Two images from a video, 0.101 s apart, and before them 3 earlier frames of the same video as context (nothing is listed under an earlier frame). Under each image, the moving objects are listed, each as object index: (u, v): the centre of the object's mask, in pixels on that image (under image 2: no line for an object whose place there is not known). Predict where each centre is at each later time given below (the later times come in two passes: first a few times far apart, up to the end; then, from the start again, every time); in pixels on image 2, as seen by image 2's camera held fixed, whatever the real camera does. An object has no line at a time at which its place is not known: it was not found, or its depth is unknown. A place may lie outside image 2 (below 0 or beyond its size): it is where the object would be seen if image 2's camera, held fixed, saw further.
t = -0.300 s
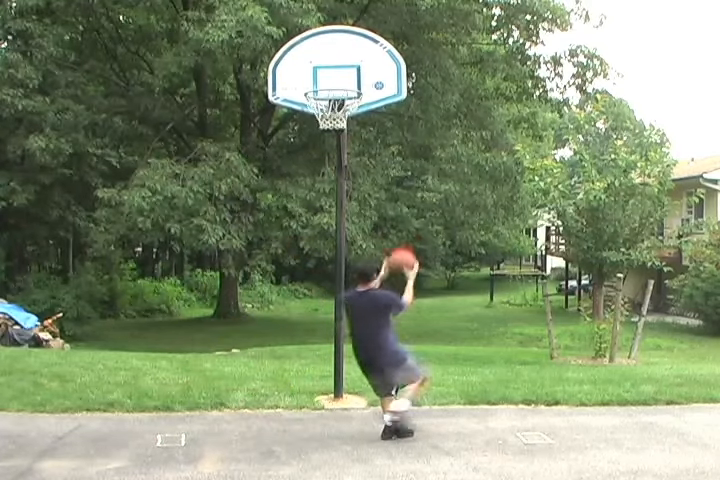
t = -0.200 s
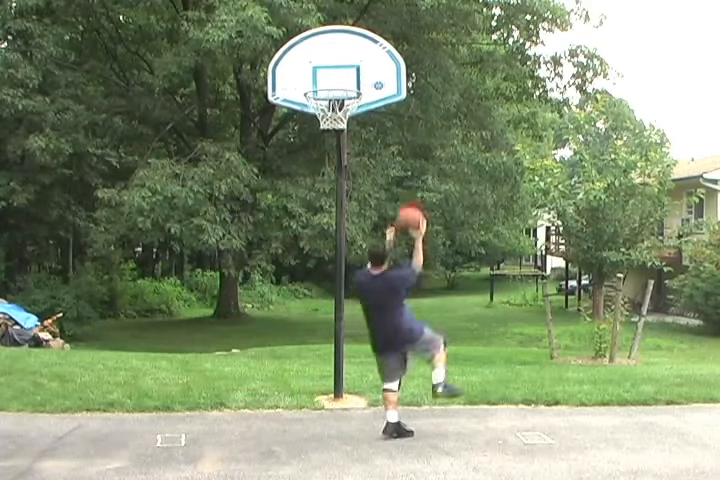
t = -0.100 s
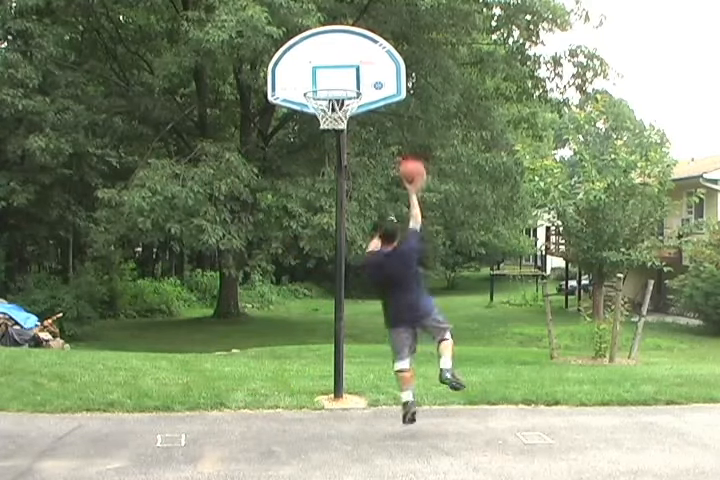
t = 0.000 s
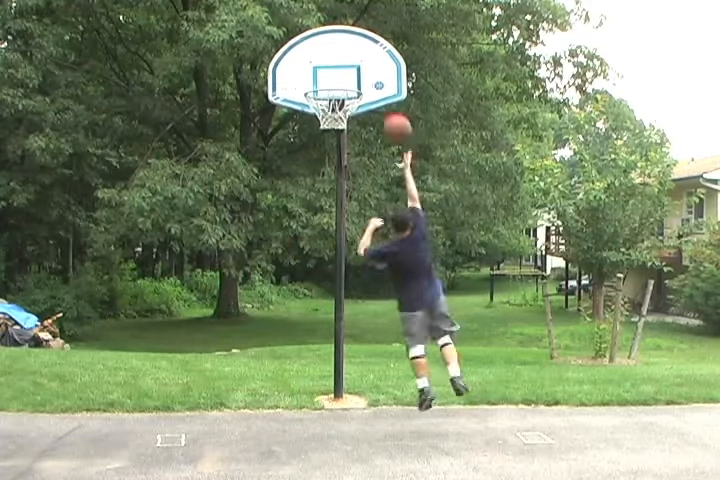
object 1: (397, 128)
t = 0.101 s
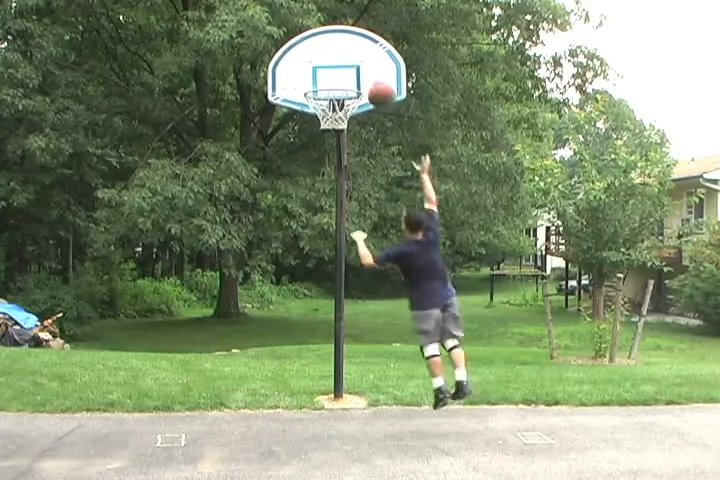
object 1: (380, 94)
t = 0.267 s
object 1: (358, 64)
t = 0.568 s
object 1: (321, 82)
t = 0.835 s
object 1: (352, 109)
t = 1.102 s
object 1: (343, 117)
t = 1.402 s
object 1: (314, 164)
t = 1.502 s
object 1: (305, 197)
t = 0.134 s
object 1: (376, 86)
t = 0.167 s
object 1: (371, 79)
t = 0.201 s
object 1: (366, 73)
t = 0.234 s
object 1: (362, 68)
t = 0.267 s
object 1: (358, 64)
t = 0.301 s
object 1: (354, 62)
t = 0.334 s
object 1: (350, 61)
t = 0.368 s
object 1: (346, 60)
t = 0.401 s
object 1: (342, 62)
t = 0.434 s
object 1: (338, 64)
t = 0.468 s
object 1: (334, 67)
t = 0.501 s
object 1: (330, 72)
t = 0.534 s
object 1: (325, 78)
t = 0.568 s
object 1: (321, 82)
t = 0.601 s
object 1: (319, 91)
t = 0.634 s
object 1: (327, 97)
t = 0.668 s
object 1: (331, 100)
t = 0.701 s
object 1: (337, 105)
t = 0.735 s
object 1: (345, 110)
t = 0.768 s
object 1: (348, 111)
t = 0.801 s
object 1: (352, 111)
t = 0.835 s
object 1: (352, 109)
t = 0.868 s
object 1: (352, 108)
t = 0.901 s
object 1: (352, 108)
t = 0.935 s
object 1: (351, 109)
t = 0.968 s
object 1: (351, 110)
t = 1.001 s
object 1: (350, 112)
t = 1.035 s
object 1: (348, 114)
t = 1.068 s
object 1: (346, 116)
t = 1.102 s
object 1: (343, 117)
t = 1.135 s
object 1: (338, 123)
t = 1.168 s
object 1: (335, 124)
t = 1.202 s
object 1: (333, 126)
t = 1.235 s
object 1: (328, 129)
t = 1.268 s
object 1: (325, 135)
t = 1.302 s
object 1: (322, 140)
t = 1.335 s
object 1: (319, 147)
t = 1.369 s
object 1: (317, 156)
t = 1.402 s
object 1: (314, 164)
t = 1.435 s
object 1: (310, 174)
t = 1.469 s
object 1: (308, 187)
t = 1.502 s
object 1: (305, 197)
